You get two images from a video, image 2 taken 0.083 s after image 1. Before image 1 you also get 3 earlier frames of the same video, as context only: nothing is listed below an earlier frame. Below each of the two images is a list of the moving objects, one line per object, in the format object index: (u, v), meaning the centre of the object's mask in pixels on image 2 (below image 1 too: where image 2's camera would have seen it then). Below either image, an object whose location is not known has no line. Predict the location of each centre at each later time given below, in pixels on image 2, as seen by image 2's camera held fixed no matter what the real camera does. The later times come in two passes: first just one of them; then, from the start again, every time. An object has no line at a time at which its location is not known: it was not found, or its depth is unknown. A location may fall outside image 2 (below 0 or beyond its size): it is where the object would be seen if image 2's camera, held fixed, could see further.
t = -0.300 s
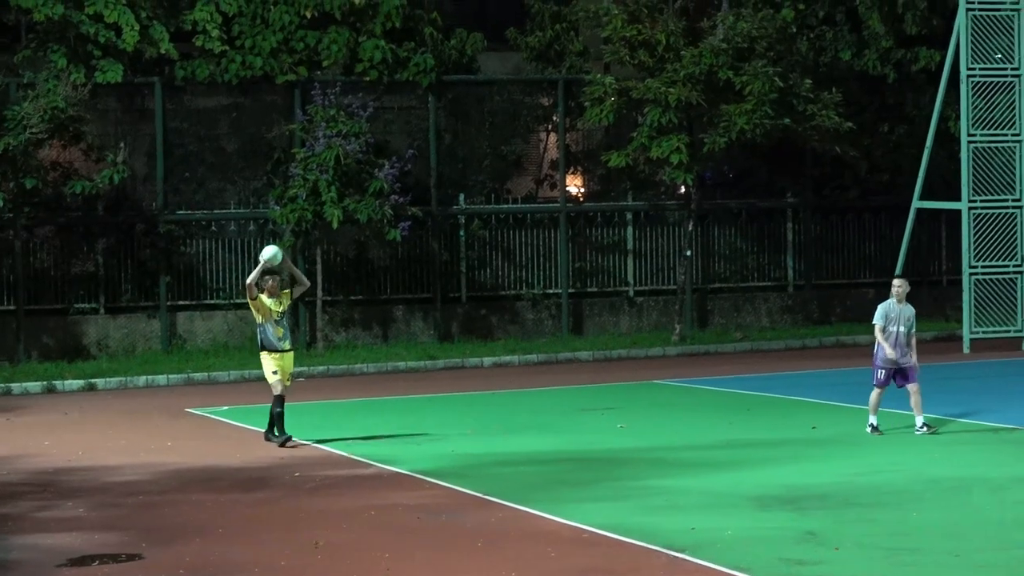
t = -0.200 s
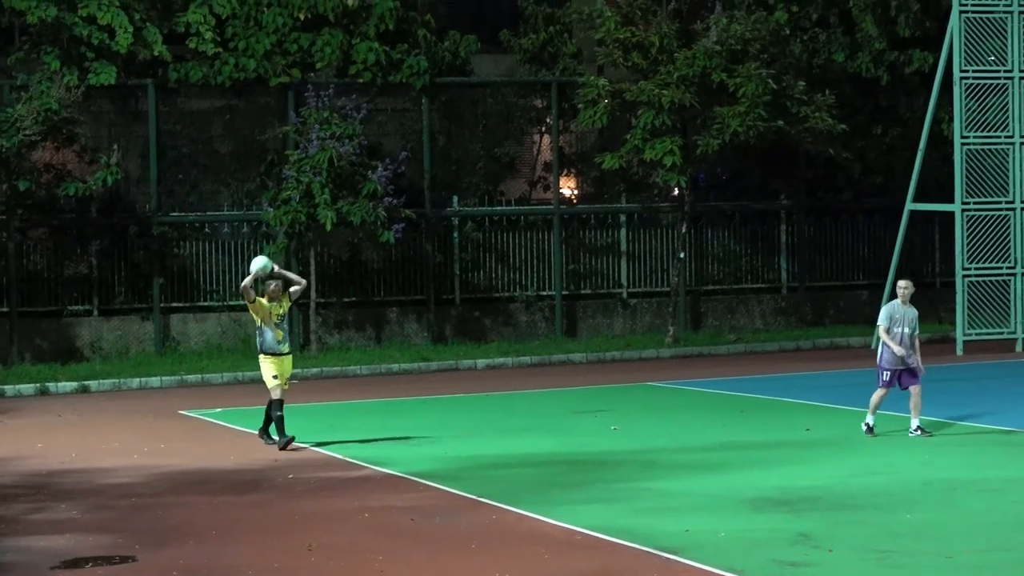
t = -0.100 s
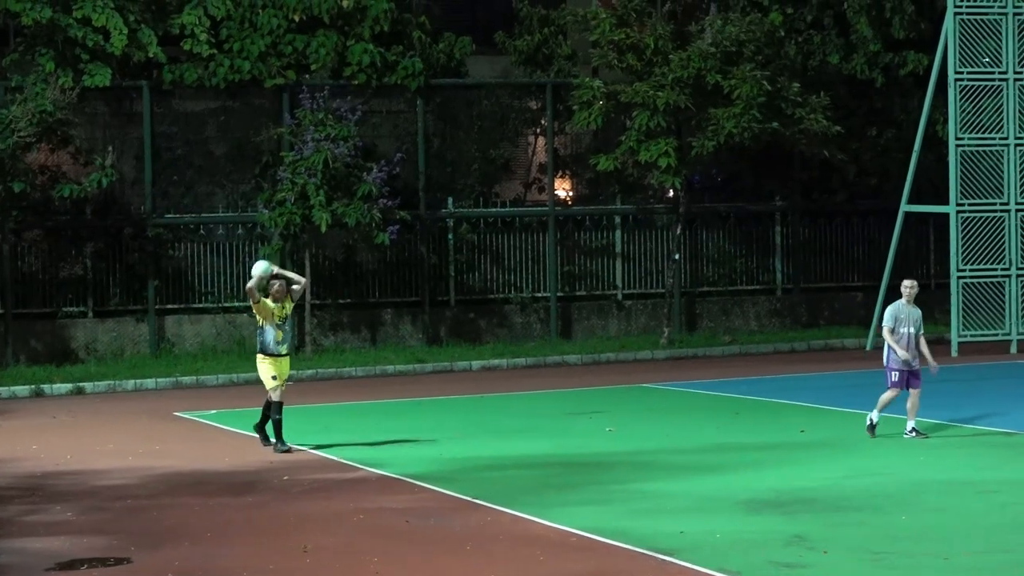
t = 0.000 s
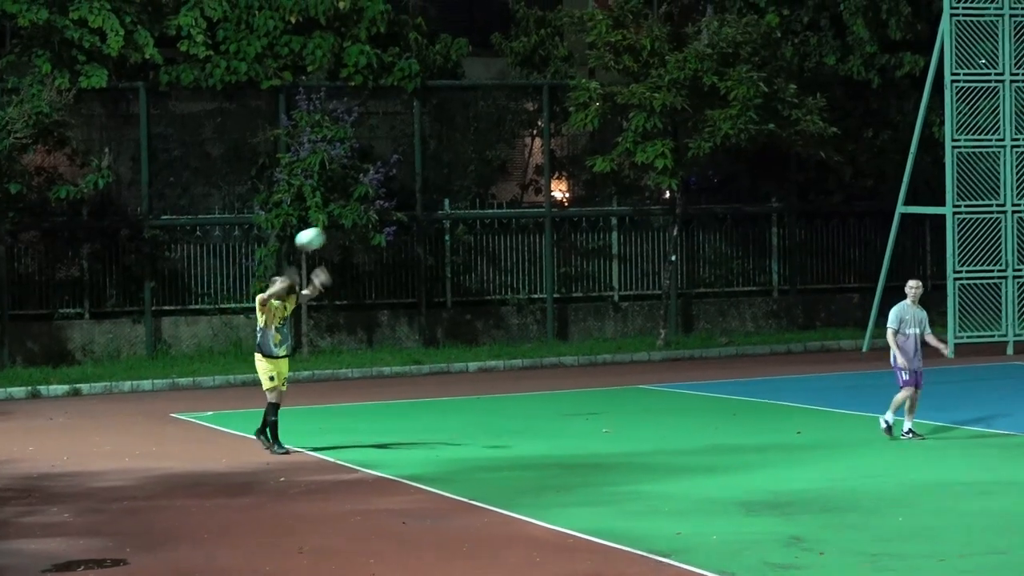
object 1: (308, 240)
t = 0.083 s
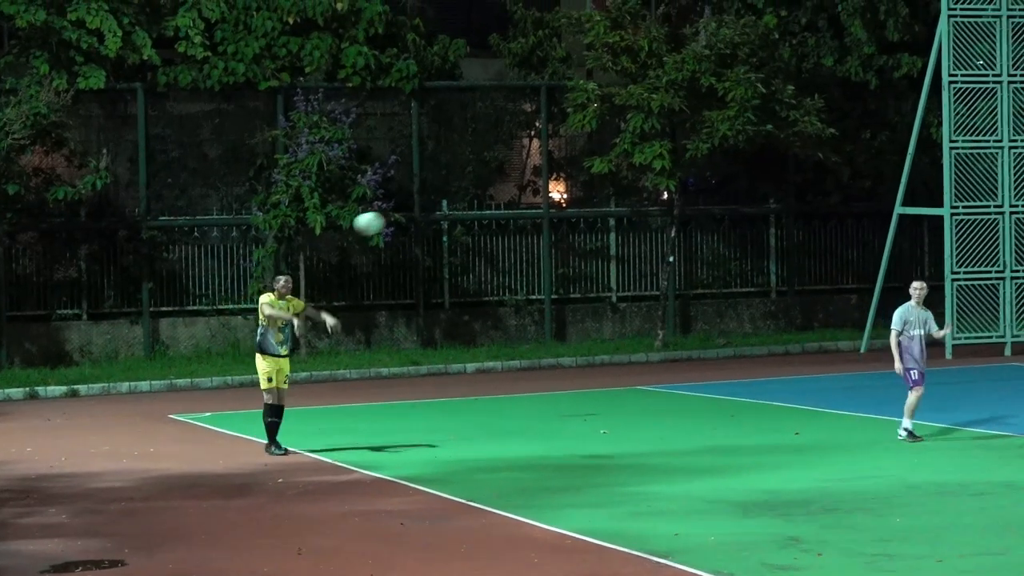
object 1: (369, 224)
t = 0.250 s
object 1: (502, 212)
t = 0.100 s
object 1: (382, 221)
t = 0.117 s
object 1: (395, 219)
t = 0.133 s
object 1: (407, 217)
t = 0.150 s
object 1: (420, 216)
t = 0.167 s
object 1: (434, 214)
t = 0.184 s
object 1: (447, 213)
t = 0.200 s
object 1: (461, 212)
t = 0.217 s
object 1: (475, 212)
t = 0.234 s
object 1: (488, 212)
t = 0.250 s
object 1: (502, 212)
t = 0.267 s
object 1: (517, 213)
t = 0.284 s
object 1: (531, 215)
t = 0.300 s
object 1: (545, 216)
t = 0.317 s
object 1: (560, 218)
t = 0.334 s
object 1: (575, 220)
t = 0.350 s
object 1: (589, 223)
